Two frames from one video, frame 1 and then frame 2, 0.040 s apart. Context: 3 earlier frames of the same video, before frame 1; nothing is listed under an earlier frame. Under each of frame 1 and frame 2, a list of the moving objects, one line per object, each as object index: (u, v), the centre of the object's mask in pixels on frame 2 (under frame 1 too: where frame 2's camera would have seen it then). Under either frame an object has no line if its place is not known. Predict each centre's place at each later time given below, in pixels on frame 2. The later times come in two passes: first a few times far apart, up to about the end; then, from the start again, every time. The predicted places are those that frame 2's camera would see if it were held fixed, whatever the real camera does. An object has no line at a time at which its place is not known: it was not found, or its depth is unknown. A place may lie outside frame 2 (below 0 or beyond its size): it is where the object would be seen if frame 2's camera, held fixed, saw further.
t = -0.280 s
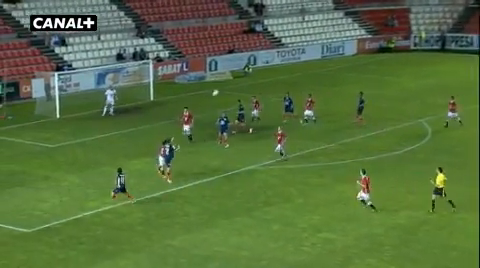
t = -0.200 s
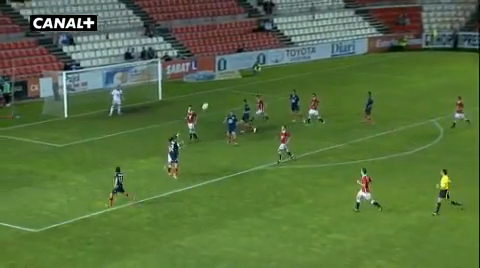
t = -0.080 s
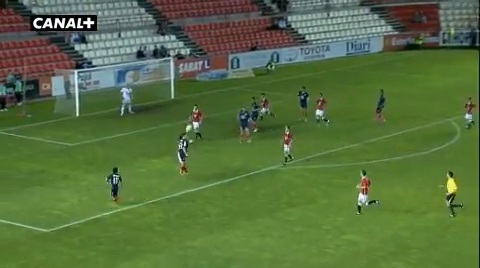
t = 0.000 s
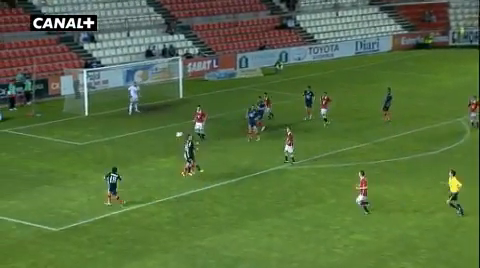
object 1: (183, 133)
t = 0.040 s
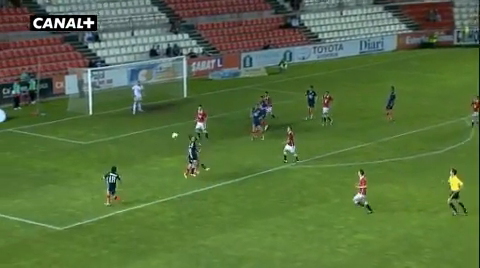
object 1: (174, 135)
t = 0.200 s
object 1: (140, 144)
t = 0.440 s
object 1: (92, 168)
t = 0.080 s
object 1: (166, 137)
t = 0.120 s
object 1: (157, 139)
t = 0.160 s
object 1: (149, 141)
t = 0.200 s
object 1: (140, 144)
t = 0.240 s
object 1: (132, 147)
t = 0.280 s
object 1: (124, 151)
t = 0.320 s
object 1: (116, 154)
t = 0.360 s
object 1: (108, 158)
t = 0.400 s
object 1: (100, 163)
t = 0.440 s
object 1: (92, 168)
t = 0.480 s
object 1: (85, 173)
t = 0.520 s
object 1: (78, 174)
